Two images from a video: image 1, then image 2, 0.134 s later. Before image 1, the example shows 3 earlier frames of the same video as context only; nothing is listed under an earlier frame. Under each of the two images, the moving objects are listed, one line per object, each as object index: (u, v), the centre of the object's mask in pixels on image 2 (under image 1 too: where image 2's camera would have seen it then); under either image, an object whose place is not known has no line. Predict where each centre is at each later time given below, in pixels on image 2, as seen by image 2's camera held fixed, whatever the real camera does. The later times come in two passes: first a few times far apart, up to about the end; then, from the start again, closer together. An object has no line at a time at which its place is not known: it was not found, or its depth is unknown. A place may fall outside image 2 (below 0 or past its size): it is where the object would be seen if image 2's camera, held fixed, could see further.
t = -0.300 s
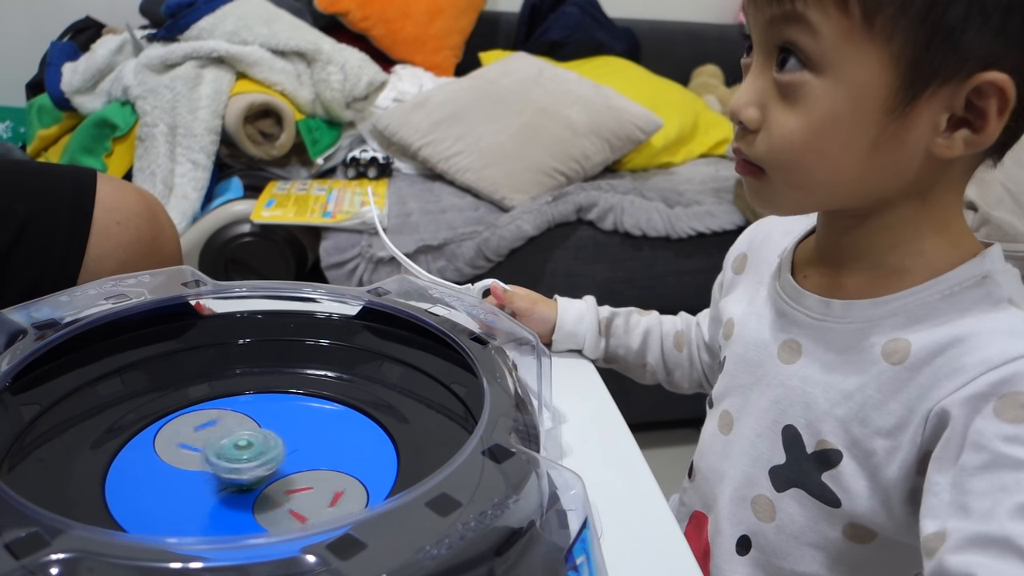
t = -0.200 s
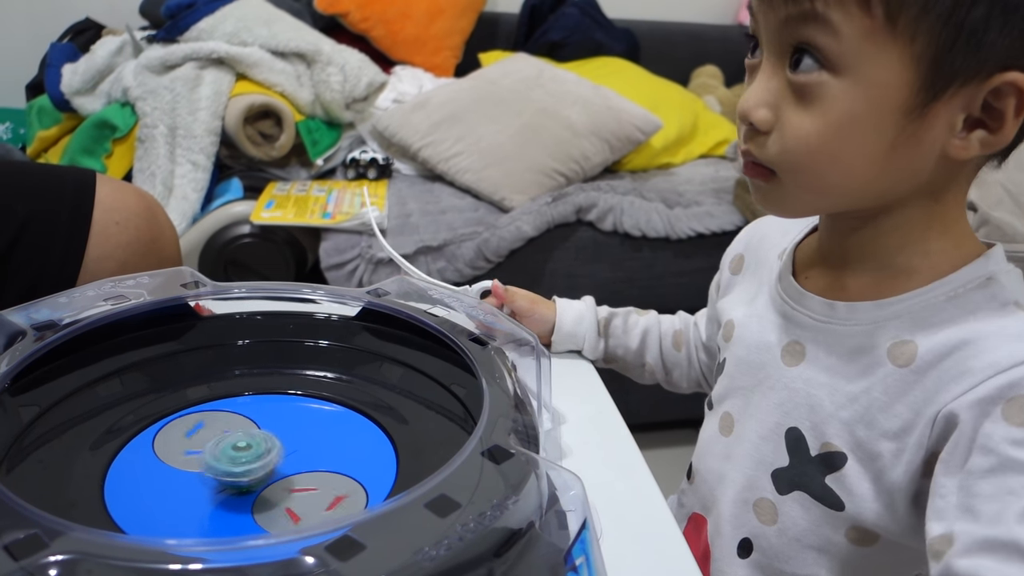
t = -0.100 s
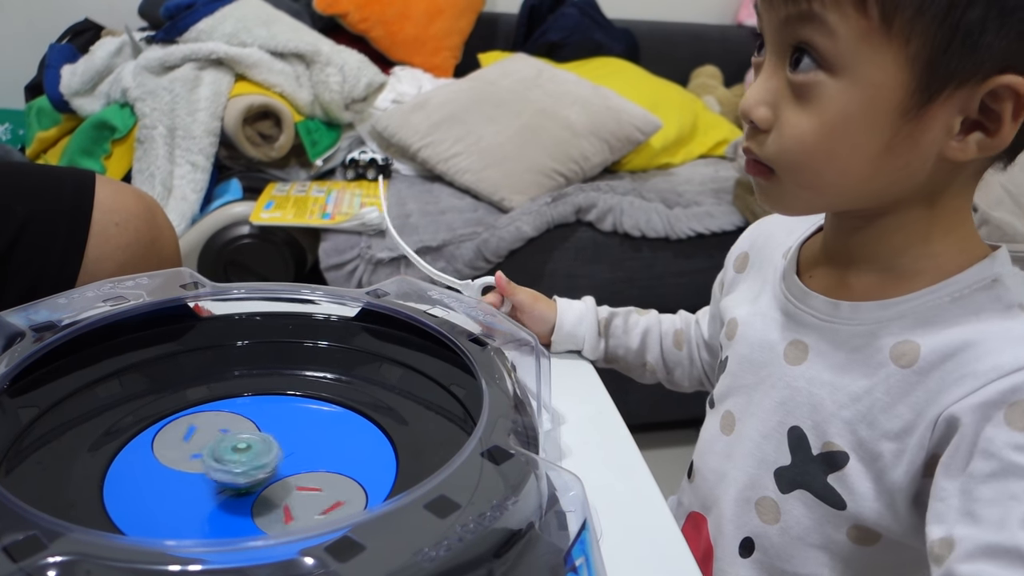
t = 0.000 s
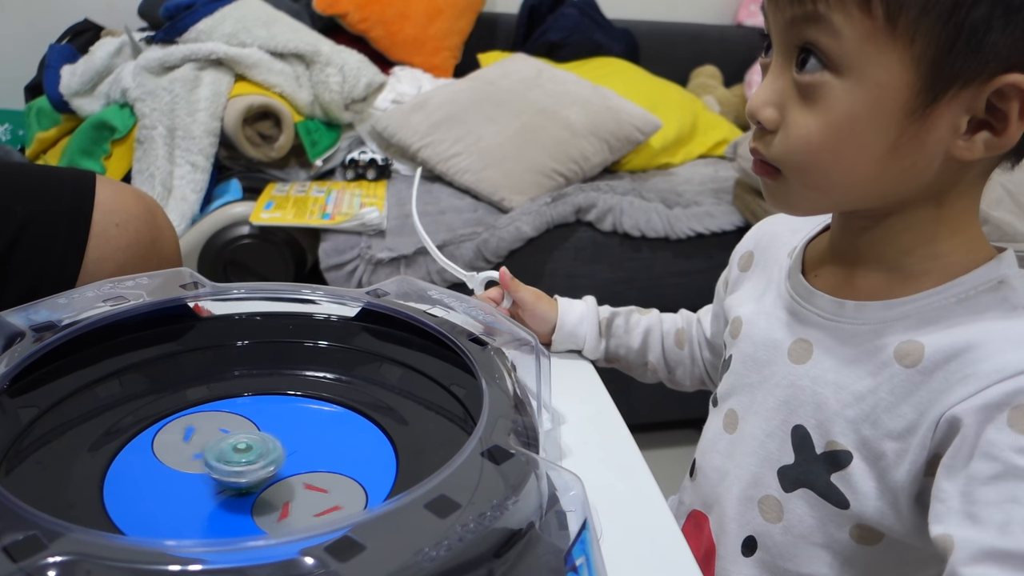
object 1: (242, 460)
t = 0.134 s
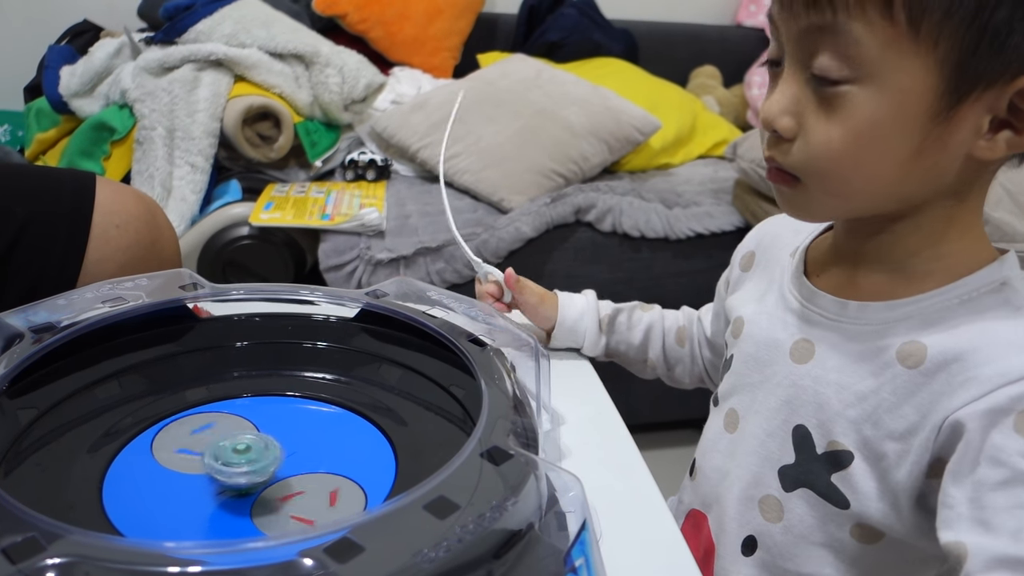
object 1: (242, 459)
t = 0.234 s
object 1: (242, 458)
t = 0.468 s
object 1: (246, 456)
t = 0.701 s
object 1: (252, 455)
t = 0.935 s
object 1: (257, 456)
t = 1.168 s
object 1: (257, 457)
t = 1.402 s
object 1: (261, 465)
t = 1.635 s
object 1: (300, 443)
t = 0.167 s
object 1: (242, 459)
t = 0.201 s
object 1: (241, 458)
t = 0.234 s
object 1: (242, 458)
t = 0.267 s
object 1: (242, 458)
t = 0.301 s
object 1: (243, 457)
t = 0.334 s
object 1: (243, 457)
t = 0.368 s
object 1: (245, 458)
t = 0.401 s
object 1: (244, 457)
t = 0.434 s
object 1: (247, 456)
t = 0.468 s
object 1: (246, 456)
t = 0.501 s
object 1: (247, 456)
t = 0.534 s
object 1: (248, 456)
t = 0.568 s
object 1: (249, 455)
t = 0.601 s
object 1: (249, 454)
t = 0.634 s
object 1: (249, 455)
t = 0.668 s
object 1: (250, 455)
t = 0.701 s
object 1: (252, 455)
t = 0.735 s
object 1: (253, 454)
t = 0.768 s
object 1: (252, 454)
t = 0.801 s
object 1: (254, 455)
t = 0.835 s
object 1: (254, 455)
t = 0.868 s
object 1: (256, 456)
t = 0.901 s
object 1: (256, 456)
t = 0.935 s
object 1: (257, 456)
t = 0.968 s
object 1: (258, 456)
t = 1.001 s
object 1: (259, 457)
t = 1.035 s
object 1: (257, 456)
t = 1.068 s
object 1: (259, 457)
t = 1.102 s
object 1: (257, 456)
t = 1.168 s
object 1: (257, 457)
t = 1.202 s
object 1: (257, 457)
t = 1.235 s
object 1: (258, 458)
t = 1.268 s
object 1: (257, 457)
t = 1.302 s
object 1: (257, 459)
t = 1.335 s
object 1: (257, 460)
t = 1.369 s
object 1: (258, 465)
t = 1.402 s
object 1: (261, 465)
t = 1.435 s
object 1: (262, 465)
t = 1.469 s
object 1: (267, 463)
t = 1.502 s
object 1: (268, 459)
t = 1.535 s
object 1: (274, 454)
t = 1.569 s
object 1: (279, 448)
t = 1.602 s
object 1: (290, 444)
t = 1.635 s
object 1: (300, 443)
